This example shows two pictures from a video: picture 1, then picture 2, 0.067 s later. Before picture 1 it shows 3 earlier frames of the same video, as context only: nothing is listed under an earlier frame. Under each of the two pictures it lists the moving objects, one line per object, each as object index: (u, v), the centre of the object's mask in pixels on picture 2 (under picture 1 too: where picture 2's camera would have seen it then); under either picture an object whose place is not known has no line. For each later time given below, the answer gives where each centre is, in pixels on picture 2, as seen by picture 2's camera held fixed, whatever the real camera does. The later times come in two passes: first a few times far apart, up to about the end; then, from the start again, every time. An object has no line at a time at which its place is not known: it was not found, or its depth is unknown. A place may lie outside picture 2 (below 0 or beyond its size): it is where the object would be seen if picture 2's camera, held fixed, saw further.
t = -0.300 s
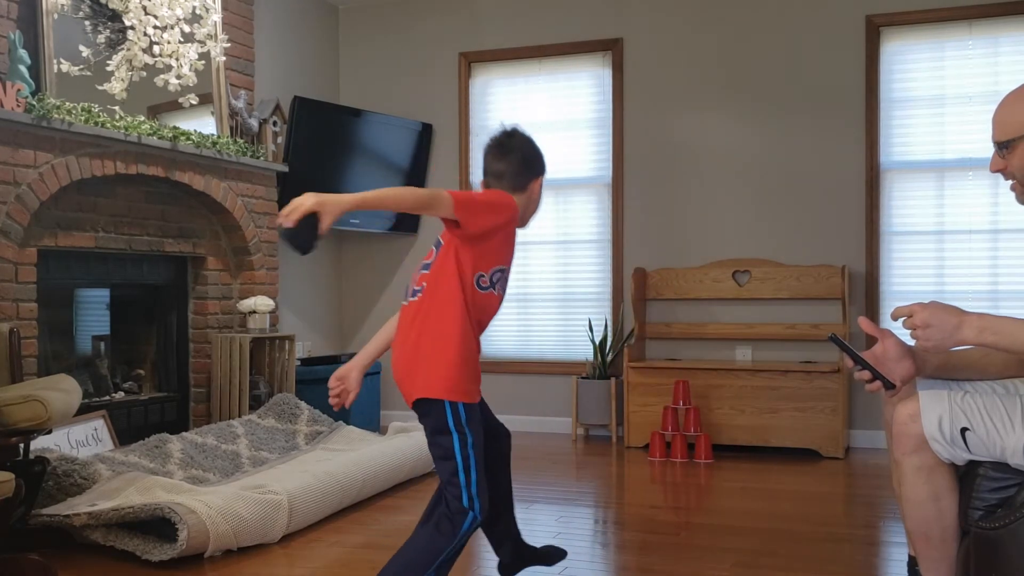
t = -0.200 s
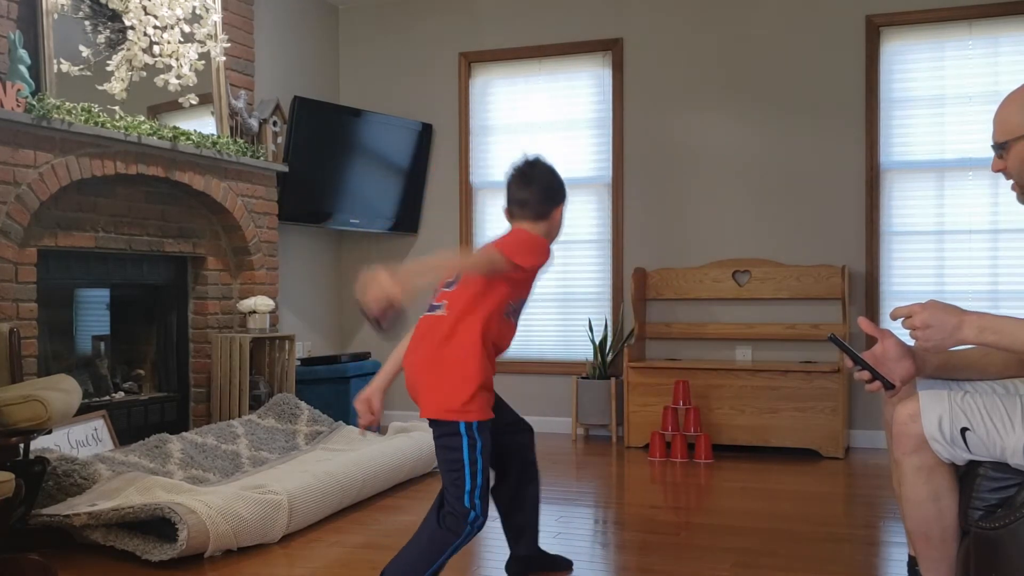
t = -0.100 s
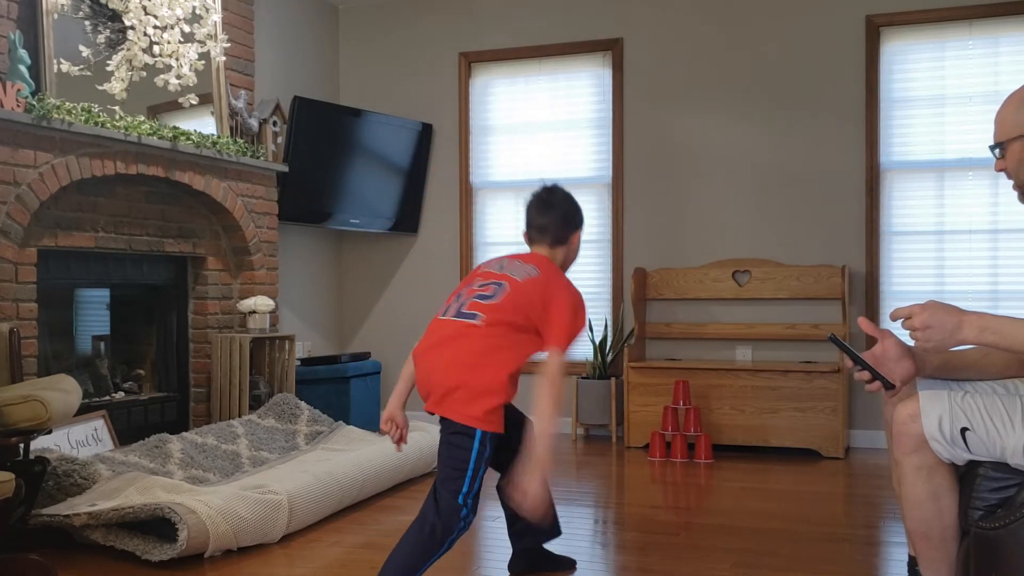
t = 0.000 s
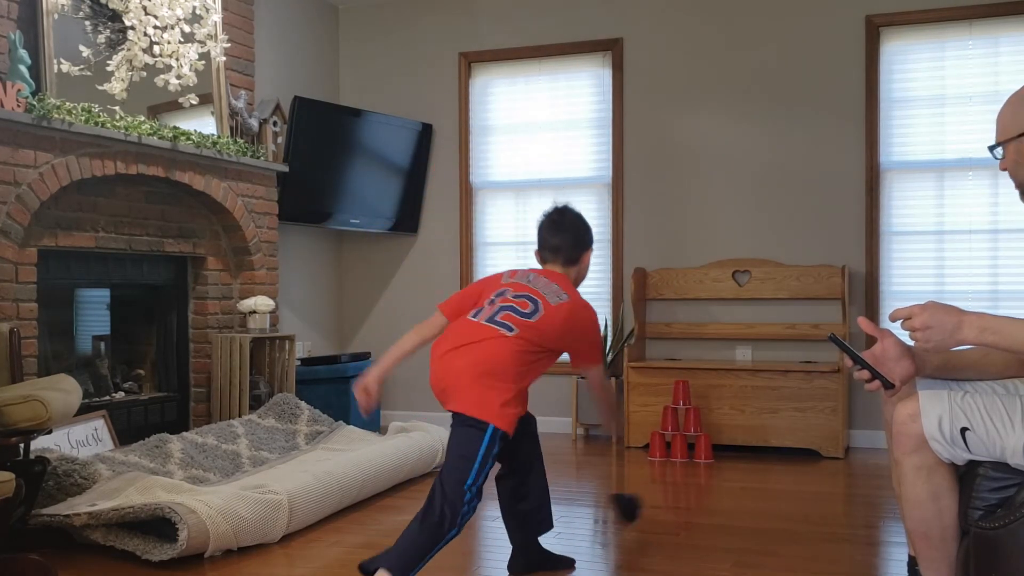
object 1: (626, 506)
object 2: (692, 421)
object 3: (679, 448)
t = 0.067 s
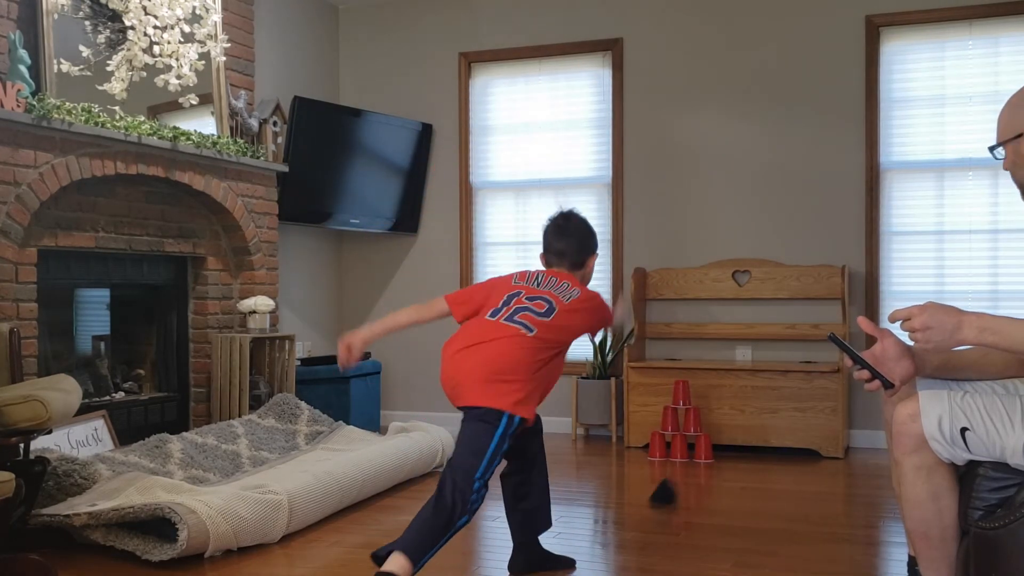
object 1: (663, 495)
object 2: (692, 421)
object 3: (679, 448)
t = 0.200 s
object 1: (707, 447)
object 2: (692, 421)
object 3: (679, 448)
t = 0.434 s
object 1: (726, 447)
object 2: (701, 441)
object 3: (680, 455)
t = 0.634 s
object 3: (686, 465)
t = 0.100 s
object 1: (677, 478)
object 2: (692, 421)
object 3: (679, 448)
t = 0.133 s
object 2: (692, 421)
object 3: (678, 446)
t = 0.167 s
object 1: (698, 453)
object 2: (692, 421)
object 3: (679, 448)
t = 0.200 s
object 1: (707, 447)
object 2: (692, 421)
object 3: (679, 448)
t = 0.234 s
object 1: (717, 443)
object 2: (692, 421)
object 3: (679, 448)
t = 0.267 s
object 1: (724, 442)
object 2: (693, 422)
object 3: (679, 448)
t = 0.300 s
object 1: (723, 445)
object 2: (693, 423)
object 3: (680, 448)
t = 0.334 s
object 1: (722, 446)
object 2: (696, 425)
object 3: (678, 446)
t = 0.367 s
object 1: (724, 446)
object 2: (698, 429)
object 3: (679, 447)
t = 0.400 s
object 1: (725, 446)
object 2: (699, 433)
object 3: (680, 451)
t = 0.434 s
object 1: (726, 447)
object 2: (701, 441)
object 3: (680, 455)
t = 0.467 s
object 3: (681, 456)
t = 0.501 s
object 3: (682, 457)
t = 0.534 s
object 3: (683, 459)
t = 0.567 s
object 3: (684, 461)
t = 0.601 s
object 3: (684, 463)
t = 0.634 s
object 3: (686, 465)
